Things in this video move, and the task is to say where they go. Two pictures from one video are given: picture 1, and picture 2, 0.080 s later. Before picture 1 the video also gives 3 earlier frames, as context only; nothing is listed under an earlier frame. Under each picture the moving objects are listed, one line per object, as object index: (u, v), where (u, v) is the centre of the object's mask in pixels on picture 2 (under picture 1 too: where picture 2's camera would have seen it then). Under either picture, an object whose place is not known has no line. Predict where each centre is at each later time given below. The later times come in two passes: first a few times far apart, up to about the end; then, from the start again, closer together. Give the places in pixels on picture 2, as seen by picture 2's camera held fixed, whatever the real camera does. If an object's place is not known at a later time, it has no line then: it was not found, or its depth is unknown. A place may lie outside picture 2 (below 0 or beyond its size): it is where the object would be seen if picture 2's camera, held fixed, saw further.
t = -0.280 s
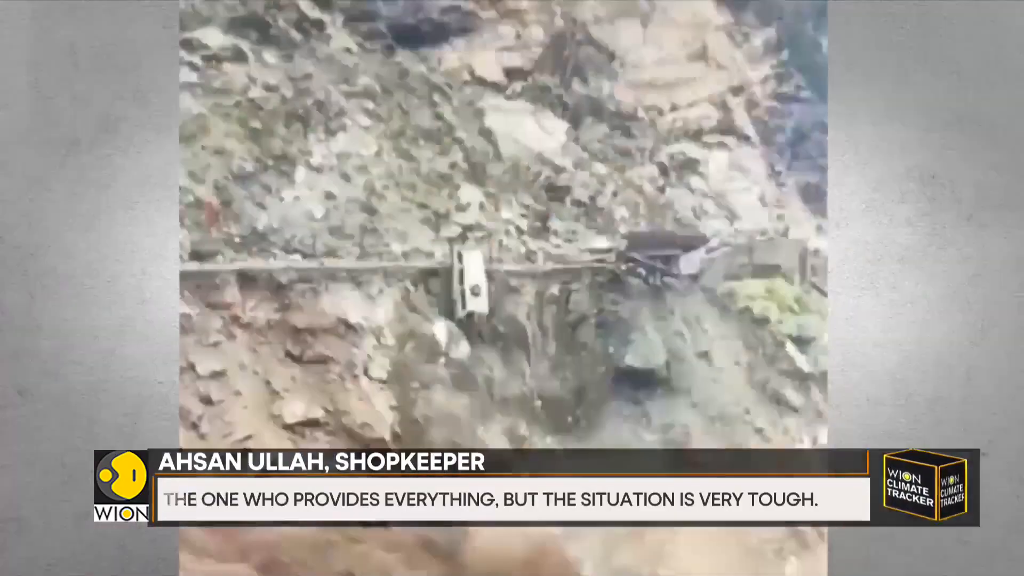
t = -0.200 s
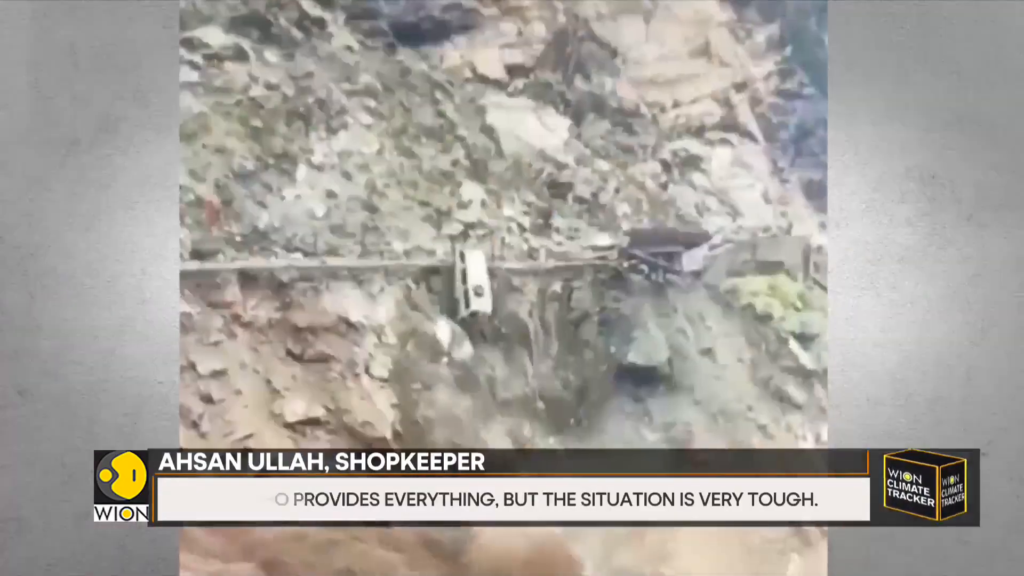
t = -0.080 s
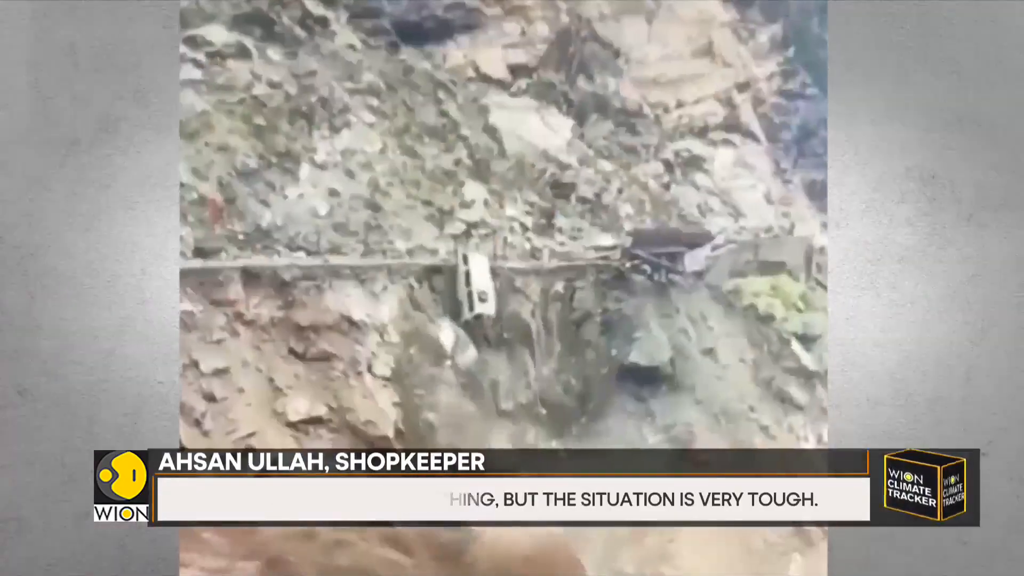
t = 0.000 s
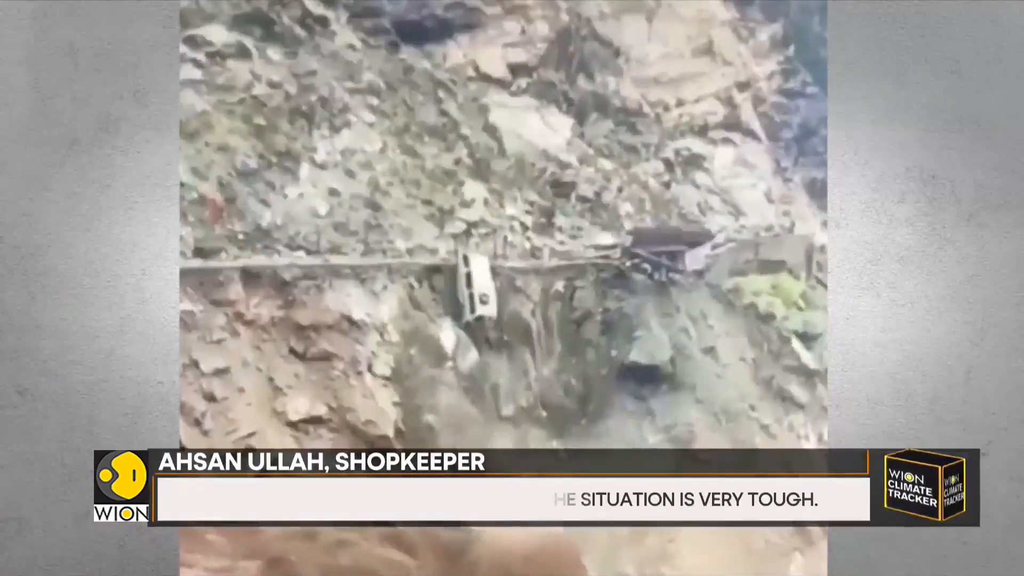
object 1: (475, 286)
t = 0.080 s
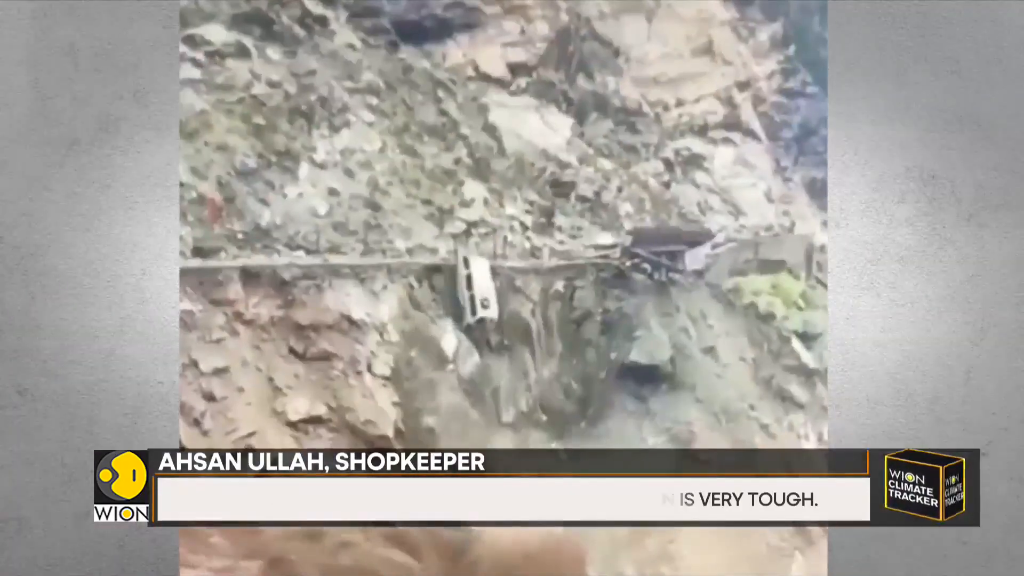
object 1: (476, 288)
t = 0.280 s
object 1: (477, 294)
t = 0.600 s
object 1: (479, 304)
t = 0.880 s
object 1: (481, 319)
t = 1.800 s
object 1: (489, 354)
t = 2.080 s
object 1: (496, 366)
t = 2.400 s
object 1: (502, 380)
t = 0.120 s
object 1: (475, 287)
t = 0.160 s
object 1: (476, 287)
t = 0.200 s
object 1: (476, 289)
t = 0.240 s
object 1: (477, 292)
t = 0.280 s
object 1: (477, 294)
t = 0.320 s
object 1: (477, 294)
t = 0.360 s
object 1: (477, 295)
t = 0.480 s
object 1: (478, 301)
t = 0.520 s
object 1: (479, 303)
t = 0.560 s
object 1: (479, 304)
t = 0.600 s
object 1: (479, 304)
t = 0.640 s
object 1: (480, 308)
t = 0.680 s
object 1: (481, 310)
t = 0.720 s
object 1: (481, 311)
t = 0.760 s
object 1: (481, 311)
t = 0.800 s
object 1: (481, 314)
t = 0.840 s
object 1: (481, 316)
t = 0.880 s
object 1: (481, 319)
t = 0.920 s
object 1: (481, 320)
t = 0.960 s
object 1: (481, 321)
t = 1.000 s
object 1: (481, 321)
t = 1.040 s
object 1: (483, 324)
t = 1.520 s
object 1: (486, 343)
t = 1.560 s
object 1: (486, 345)
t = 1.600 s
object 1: (488, 347)
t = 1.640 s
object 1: (488, 349)
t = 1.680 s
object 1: (488, 350)
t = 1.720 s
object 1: (489, 351)
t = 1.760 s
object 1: (488, 350)
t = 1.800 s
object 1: (489, 354)
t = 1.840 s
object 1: (489, 357)
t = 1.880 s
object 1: (492, 357)
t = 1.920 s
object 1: (492, 358)
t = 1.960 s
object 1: (492, 359)
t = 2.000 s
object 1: (494, 362)
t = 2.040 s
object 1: (493, 361)
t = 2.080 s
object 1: (496, 366)
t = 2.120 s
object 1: (496, 366)
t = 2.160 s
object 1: (497, 367)
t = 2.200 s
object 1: (499, 370)
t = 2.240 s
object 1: (499, 371)
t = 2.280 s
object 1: (499, 373)
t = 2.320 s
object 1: (500, 374)
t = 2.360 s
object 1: (501, 374)
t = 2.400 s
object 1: (502, 380)
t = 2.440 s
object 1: (503, 381)
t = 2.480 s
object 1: (504, 383)
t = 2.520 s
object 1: (505, 385)
